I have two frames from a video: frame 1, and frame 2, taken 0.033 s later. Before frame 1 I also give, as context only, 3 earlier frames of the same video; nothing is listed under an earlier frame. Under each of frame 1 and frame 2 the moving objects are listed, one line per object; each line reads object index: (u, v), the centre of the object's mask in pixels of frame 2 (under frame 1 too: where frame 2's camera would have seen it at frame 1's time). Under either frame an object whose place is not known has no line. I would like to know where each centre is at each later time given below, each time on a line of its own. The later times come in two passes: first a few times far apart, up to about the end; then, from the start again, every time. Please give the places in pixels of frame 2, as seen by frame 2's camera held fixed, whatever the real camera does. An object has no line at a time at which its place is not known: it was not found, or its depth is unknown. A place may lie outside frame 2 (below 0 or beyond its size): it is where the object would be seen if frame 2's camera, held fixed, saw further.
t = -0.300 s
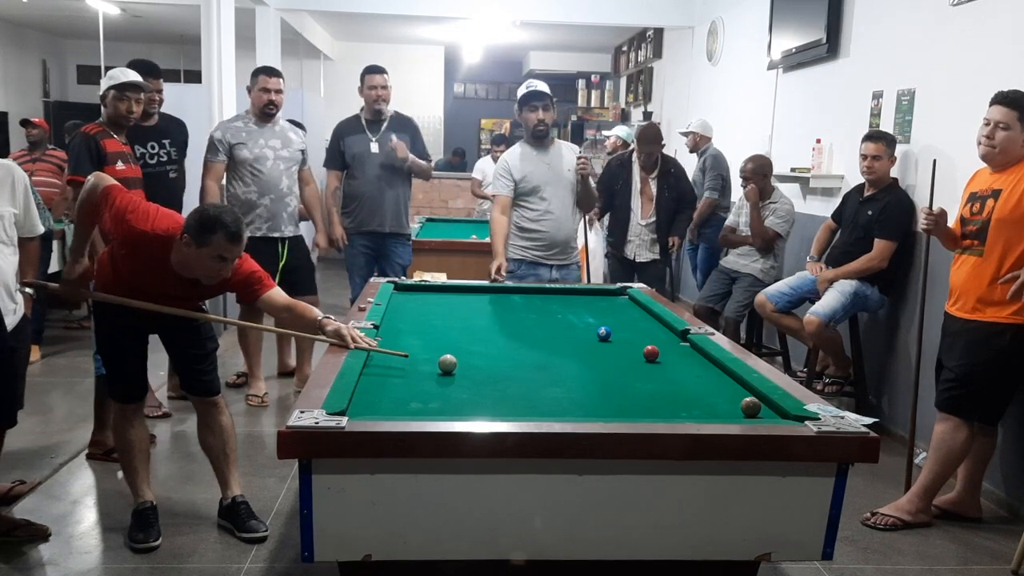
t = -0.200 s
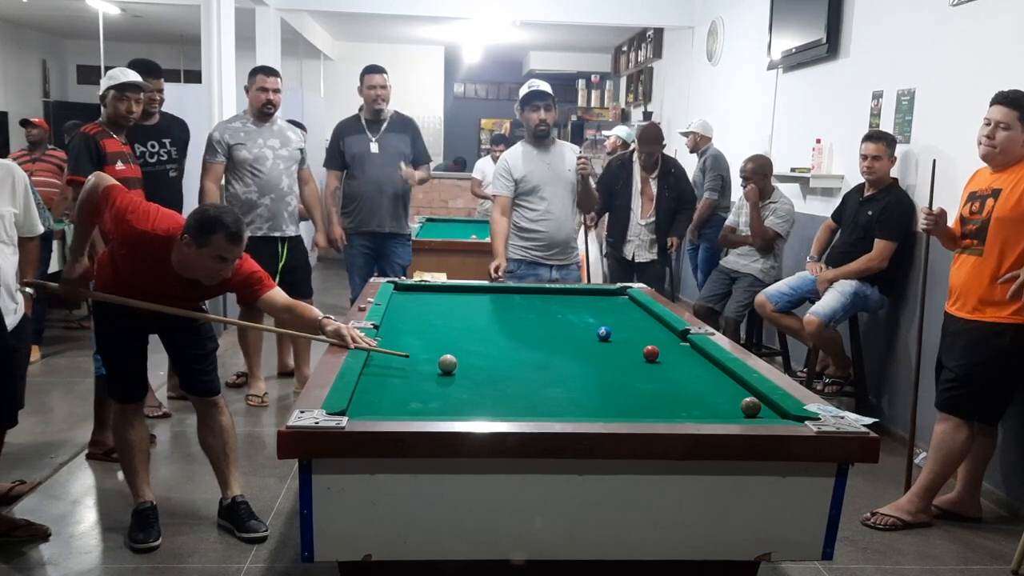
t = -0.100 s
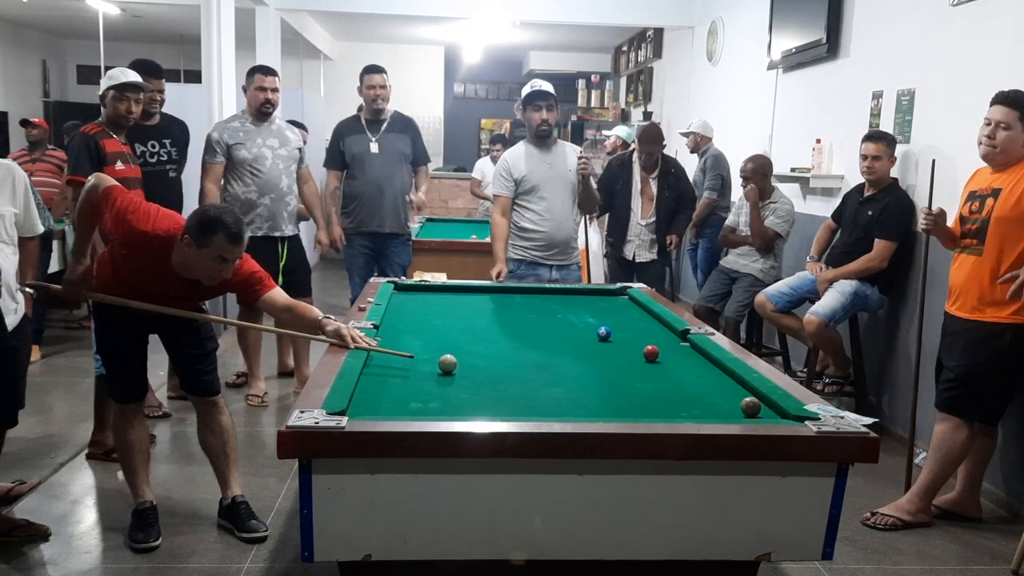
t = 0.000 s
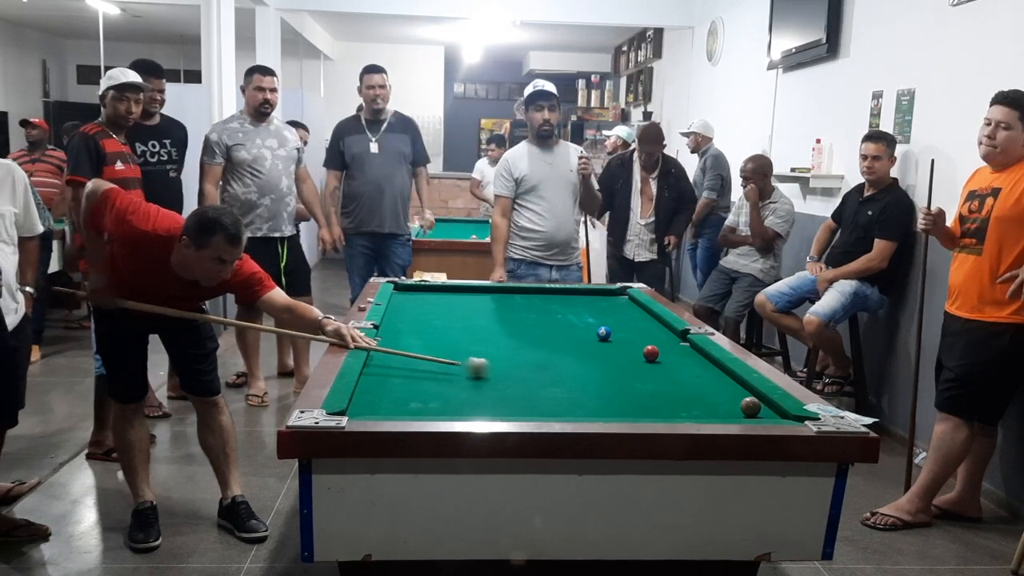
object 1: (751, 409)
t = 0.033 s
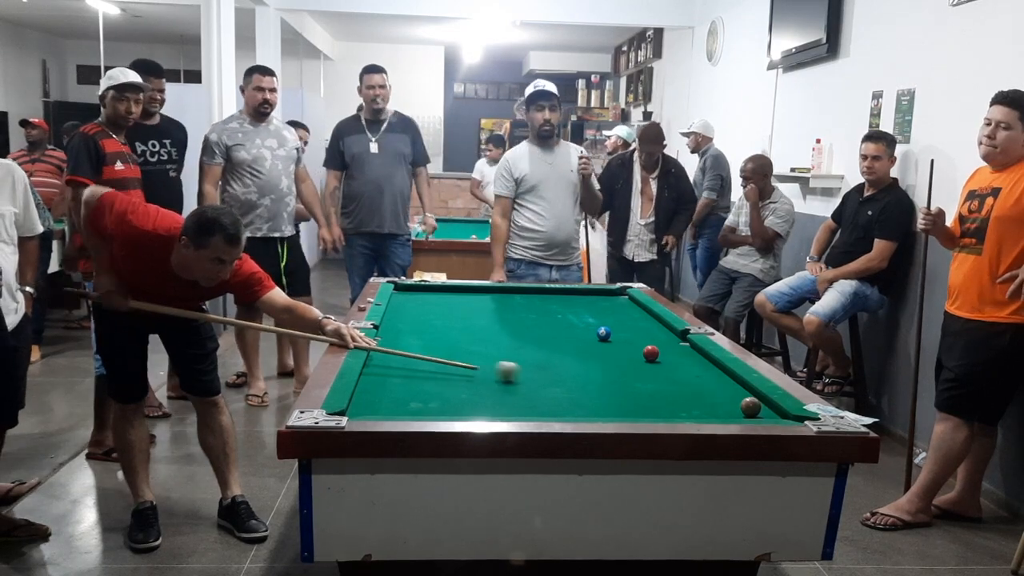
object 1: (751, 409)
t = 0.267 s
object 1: (750, 407)
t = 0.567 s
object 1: (739, 408)
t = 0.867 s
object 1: (679, 390)
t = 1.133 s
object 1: (636, 375)
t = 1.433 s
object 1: (595, 361)
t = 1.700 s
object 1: (564, 351)
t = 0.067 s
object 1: (750, 407)
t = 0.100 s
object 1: (750, 407)
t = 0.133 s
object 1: (750, 407)
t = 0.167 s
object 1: (750, 407)
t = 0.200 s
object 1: (750, 407)
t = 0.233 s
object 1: (750, 407)
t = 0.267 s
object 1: (750, 407)
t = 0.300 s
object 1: (751, 407)
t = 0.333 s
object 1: (768, 410)
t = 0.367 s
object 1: (781, 414)
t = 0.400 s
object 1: (778, 415)
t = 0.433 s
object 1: (769, 414)
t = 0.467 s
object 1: (760, 413)
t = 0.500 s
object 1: (754, 411)
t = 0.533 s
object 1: (746, 410)
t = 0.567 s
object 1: (739, 408)
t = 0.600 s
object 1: (731, 407)
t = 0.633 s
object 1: (724, 405)
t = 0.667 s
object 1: (717, 402)
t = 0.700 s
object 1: (710, 400)
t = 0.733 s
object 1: (704, 397)
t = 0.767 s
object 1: (698, 396)
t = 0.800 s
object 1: (692, 394)
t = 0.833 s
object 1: (685, 392)
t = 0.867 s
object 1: (679, 390)
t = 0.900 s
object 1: (673, 387)
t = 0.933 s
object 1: (667, 385)
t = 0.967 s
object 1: (662, 384)
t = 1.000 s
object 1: (656, 381)
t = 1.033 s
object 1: (651, 380)
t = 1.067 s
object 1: (646, 378)
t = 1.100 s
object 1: (641, 377)
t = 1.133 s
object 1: (636, 375)
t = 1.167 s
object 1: (631, 374)
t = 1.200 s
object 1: (626, 372)
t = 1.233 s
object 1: (621, 370)
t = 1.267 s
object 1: (617, 369)
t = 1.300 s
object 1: (612, 367)
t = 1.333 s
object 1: (607, 366)
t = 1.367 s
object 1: (603, 364)
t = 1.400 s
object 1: (599, 363)
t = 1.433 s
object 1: (595, 361)
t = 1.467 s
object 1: (590, 360)
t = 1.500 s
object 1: (586, 359)
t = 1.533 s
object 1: (582, 357)
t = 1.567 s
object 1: (578, 356)
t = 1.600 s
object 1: (575, 354)
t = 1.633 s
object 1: (571, 353)
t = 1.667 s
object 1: (567, 352)
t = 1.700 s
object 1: (564, 351)
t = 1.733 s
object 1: (560, 350)
